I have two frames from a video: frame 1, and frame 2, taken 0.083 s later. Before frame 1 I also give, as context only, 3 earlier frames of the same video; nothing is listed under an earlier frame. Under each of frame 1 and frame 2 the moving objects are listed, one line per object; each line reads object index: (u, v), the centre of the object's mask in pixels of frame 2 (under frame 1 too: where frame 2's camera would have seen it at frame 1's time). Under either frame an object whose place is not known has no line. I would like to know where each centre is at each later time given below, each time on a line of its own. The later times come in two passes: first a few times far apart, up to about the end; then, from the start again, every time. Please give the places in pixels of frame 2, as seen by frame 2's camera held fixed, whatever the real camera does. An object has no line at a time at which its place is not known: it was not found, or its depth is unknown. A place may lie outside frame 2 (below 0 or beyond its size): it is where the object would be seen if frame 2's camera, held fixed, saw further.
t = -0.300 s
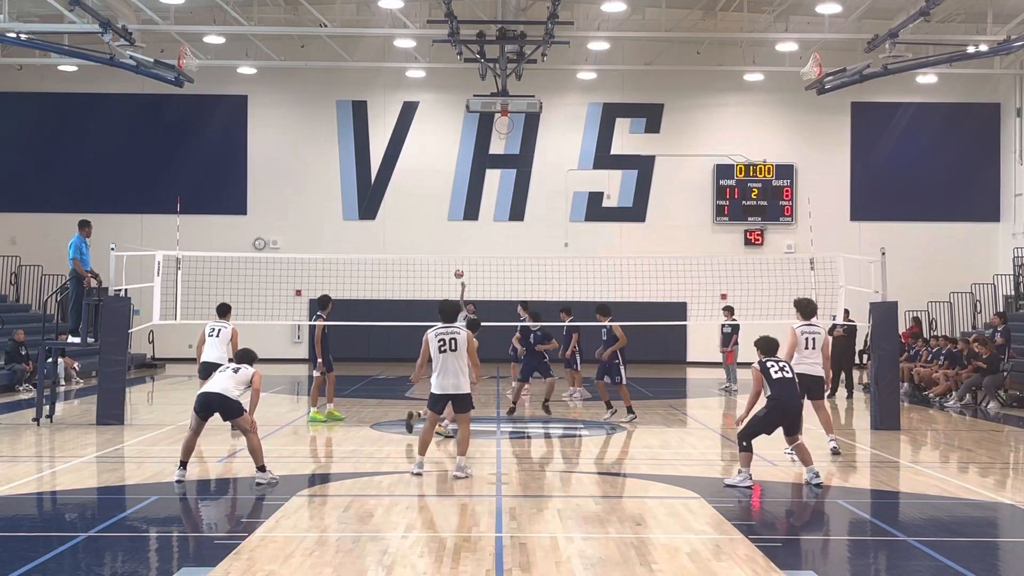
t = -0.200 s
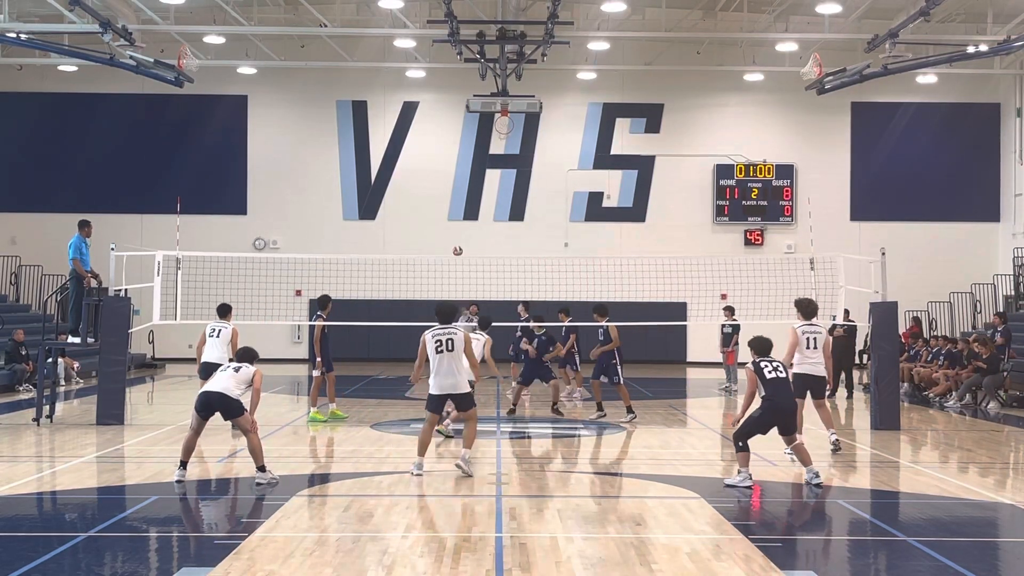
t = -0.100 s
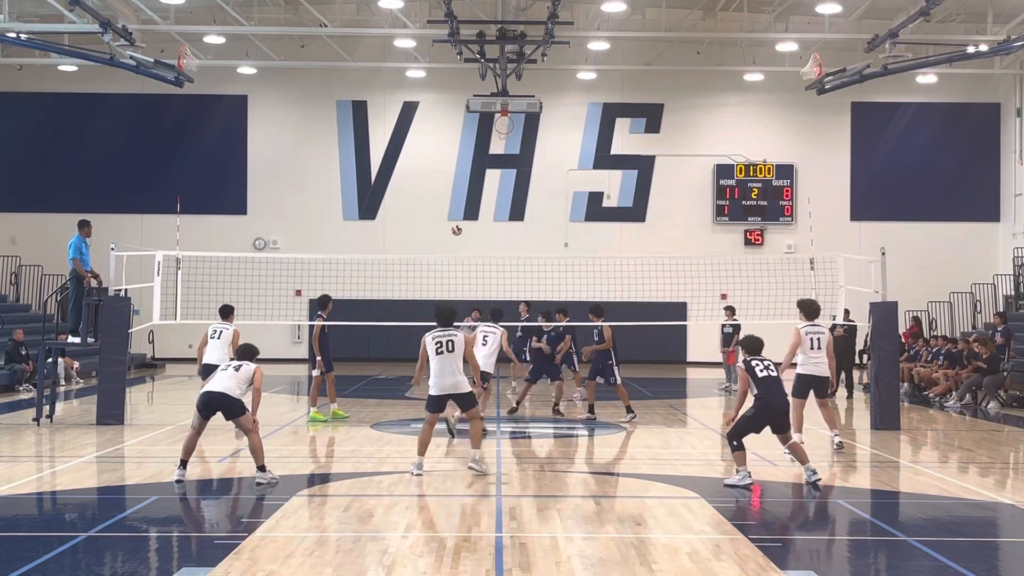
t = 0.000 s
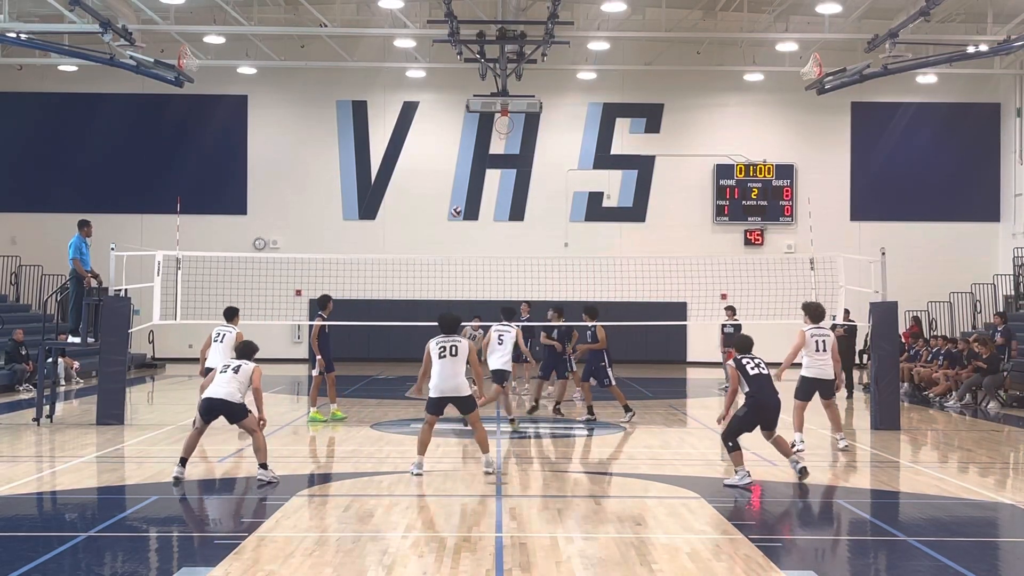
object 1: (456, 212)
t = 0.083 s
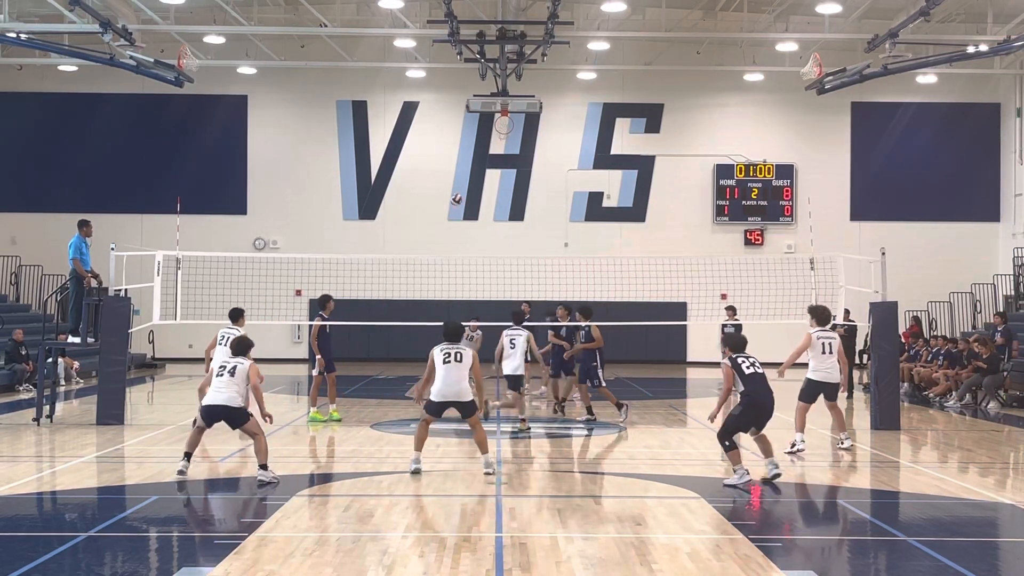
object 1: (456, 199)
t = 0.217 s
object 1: (454, 187)
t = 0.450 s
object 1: (448, 191)
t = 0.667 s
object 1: (441, 230)
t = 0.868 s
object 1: (434, 307)
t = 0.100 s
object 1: (456, 197)
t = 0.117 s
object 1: (456, 195)
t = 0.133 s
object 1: (455, 193)
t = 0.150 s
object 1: (455, 192)
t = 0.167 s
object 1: (455, 190)
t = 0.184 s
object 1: (454, 189)
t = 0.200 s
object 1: (454, 188)
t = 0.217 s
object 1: (454, 187)
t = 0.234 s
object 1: (453, 187)
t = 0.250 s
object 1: (453, 186)
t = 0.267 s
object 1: (453, 186)
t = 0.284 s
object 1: (452, 185)
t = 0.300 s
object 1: (452, 185)
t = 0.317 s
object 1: (452, 185)
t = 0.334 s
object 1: (451, 186)
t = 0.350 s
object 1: (451, 185)
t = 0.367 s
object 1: (450, 186)
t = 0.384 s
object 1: (450, 187)
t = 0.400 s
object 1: (450, 187)
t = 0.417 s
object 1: (449, 188)
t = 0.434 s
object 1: (449, 189)
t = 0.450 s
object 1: (448, 191)
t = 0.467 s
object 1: (448, 193)
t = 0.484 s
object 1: (447, 194)
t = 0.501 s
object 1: (447, 196)
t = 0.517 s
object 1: (446, 198)
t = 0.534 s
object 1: (446, 201)
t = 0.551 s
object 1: (445, 204)
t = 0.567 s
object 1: (444, 207)
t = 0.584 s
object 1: (444, 210)
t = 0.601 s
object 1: (443, 213)
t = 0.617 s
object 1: (443, 217)
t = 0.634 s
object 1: (442, 221)
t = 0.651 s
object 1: (442, 225)
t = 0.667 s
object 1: (441, 230)
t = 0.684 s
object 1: (441, 235)
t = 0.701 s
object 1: (440, 240)
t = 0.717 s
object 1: (440, 246)
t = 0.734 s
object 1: (439, 251)
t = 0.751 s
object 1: (439, 257)
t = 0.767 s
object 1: (438, 263)
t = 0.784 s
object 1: (438, 270)
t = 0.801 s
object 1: (437, 277)
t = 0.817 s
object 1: (436, 283)
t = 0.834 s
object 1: (435, 290)
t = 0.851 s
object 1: (434, 299)
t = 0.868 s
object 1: (434, 307)
